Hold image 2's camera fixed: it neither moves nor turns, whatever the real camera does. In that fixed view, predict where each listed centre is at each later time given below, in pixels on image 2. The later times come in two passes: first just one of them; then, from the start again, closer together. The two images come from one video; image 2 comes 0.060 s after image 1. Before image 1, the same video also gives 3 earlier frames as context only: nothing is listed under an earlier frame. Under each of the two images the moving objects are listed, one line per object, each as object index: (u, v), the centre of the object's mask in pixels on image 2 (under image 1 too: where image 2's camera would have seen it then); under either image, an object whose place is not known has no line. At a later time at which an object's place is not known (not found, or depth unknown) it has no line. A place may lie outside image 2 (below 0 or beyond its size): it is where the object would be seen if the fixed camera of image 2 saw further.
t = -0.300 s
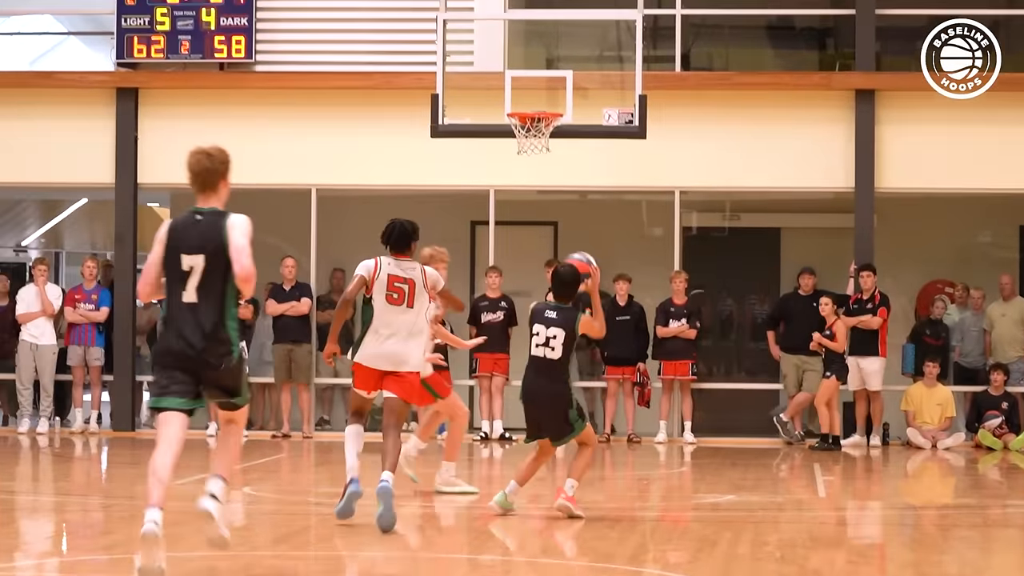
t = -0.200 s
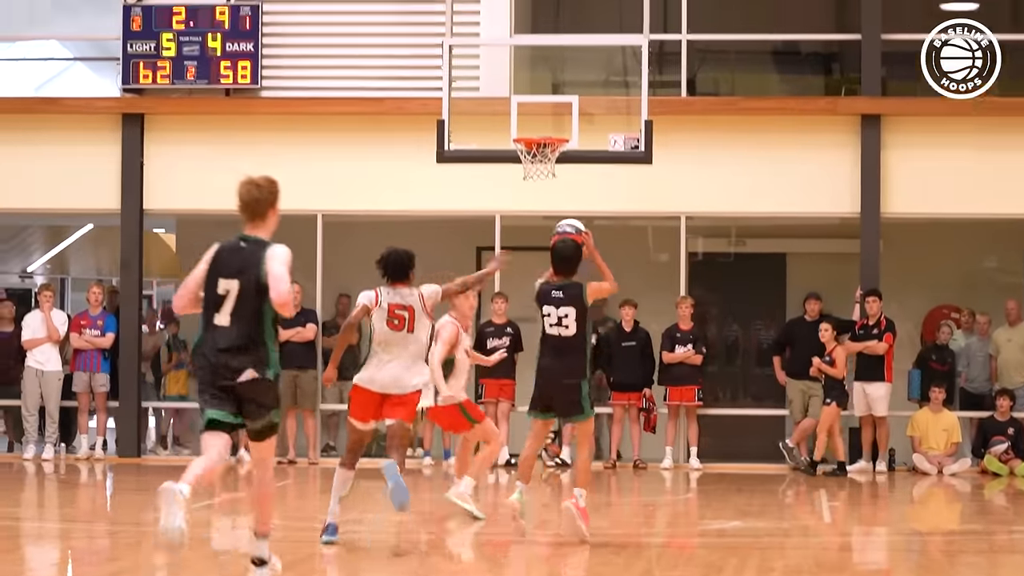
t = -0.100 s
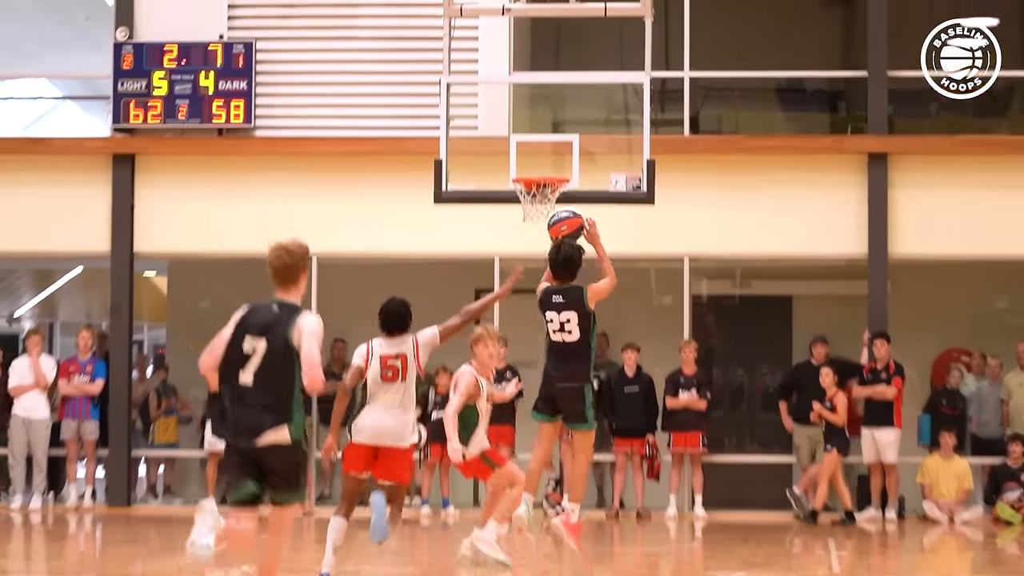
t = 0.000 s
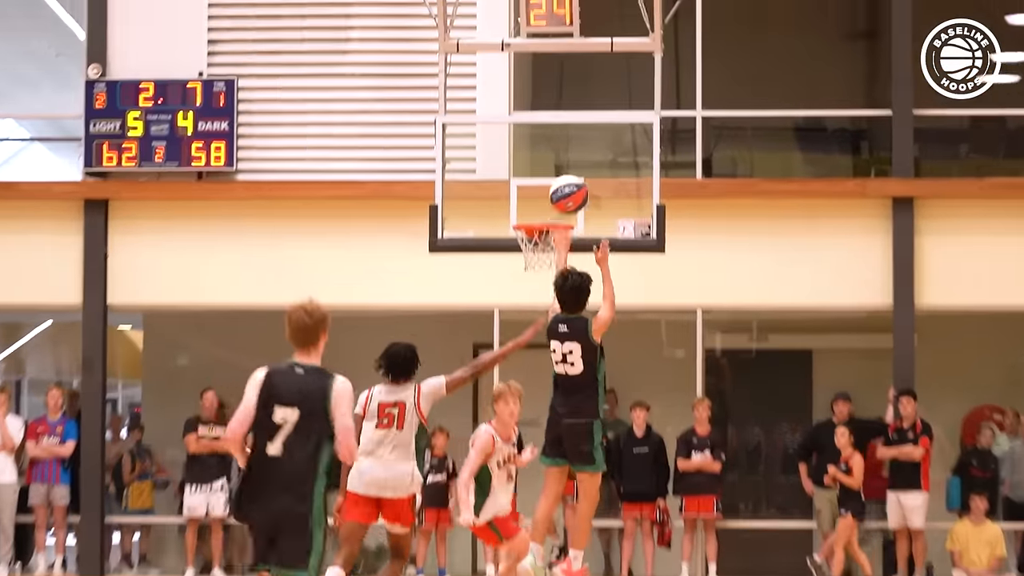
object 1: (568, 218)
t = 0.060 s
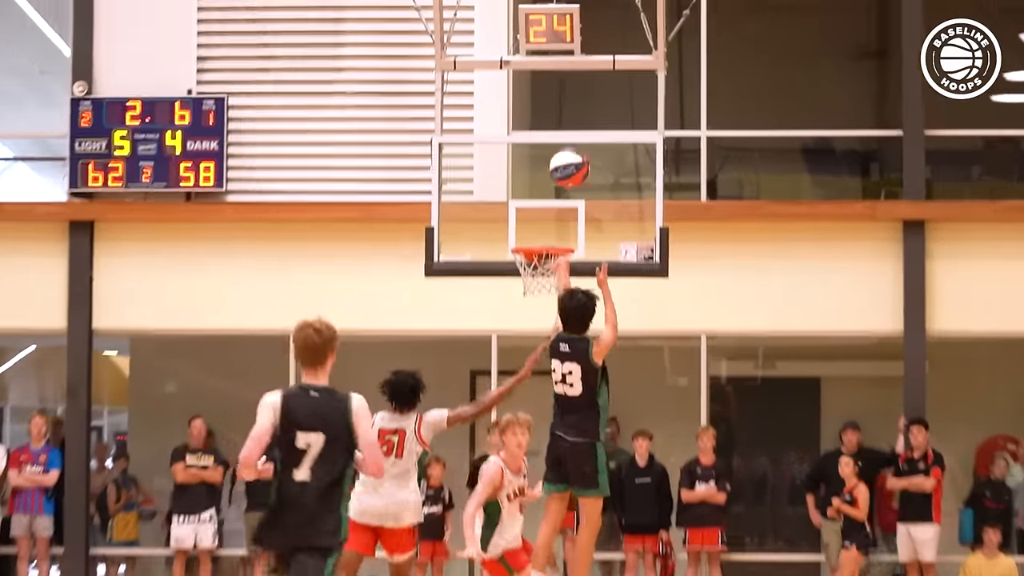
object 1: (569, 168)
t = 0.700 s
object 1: (570, 33)
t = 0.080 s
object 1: (569, 154)
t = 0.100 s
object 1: (569, 139)
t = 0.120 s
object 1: (570, 124)
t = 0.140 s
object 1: (570, 113)
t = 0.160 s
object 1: (570, 103)
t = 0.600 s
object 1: (570, 16)
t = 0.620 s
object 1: (570, 18)
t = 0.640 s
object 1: (570, 21)
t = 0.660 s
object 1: (570, 25)
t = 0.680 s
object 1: (570, 28)
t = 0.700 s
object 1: (570, 33)
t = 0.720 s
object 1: (570, 39)
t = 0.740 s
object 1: (570, 44)
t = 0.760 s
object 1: (570, 51)
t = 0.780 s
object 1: (571, 57)
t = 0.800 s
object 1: (570, 65)
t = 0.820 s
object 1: (571, 73)
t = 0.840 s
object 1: (571, 82)
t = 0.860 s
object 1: (571, 89)
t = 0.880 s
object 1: (571, 98)
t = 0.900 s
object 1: (571, 108)
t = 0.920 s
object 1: (571, 117)
